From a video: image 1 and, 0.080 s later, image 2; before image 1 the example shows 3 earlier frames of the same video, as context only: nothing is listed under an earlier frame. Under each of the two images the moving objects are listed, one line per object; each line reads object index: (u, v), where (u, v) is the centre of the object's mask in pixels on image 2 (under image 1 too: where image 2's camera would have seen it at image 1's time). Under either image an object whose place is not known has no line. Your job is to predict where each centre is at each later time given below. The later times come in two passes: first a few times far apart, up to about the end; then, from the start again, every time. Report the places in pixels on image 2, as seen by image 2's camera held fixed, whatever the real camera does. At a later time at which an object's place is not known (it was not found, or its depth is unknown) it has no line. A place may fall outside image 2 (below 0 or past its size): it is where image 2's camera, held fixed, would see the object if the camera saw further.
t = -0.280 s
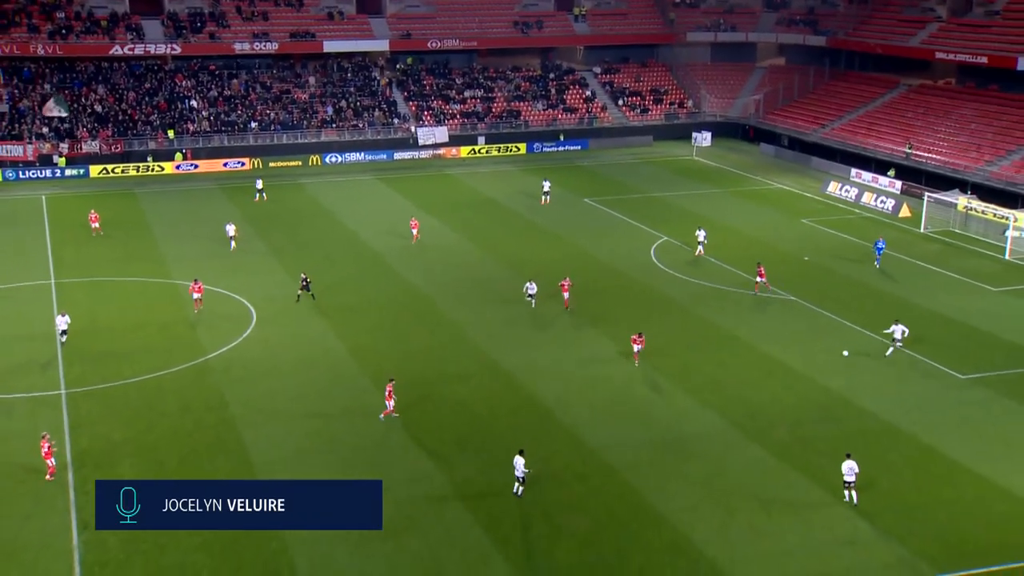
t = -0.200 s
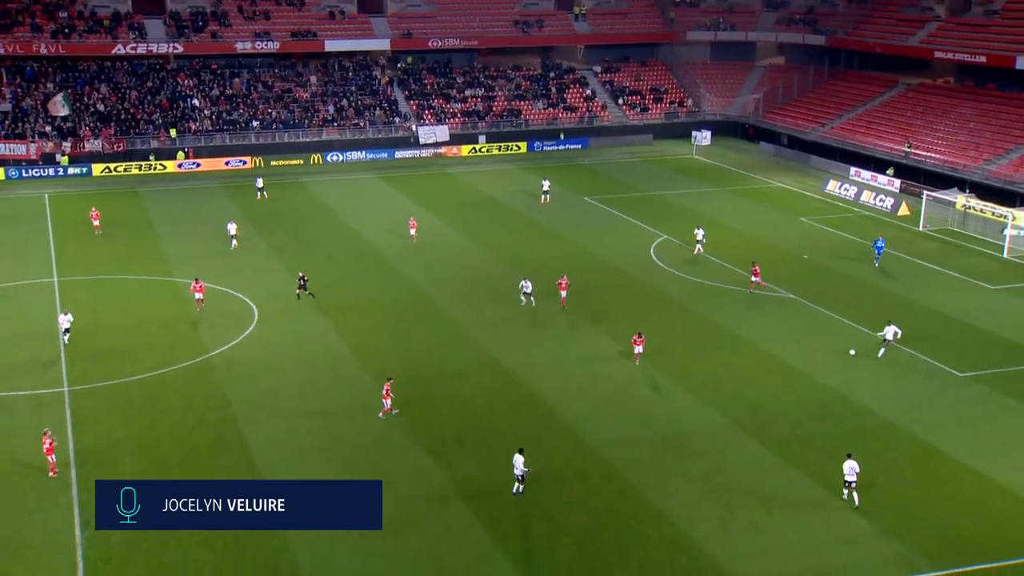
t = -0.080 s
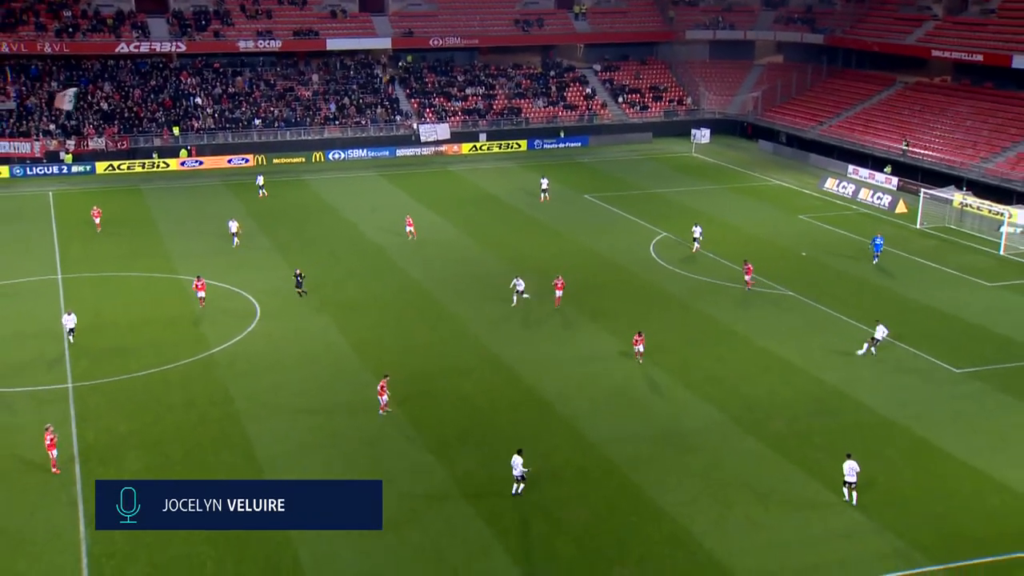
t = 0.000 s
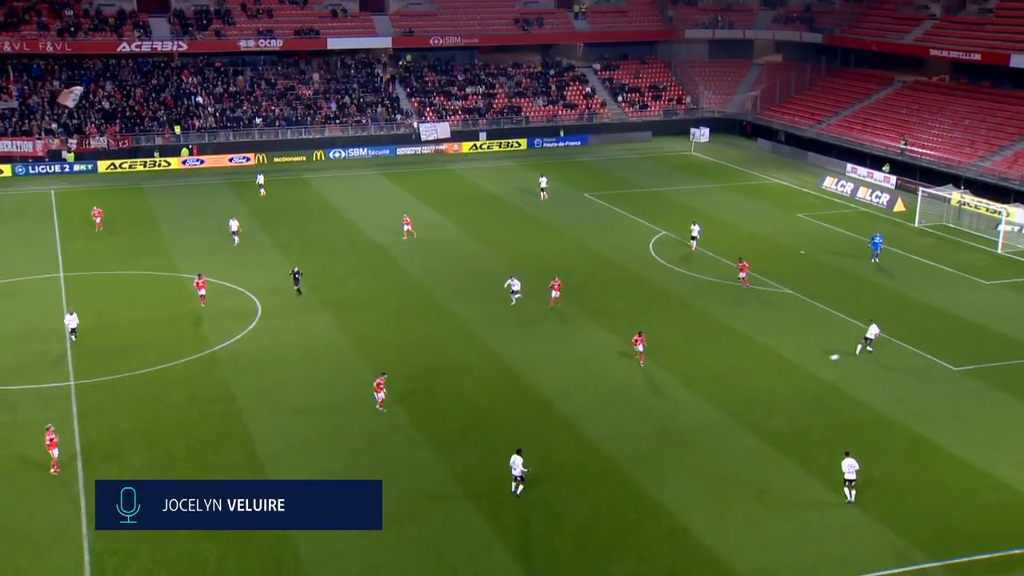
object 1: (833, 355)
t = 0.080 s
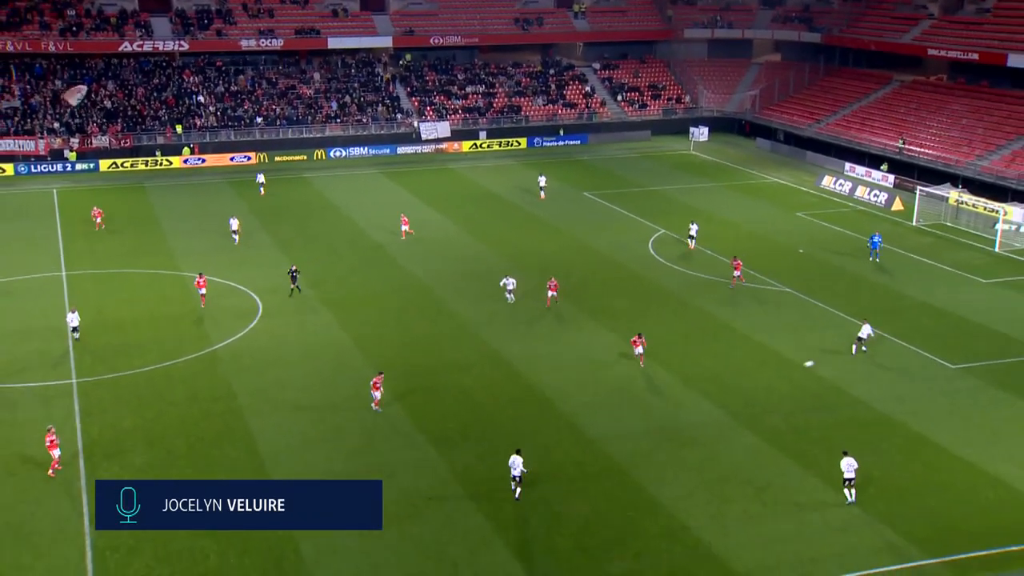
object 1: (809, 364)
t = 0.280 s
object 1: (752, 385)
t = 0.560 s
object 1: (681, 416)
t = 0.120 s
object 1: (796, 369)
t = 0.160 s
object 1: (785, 373)
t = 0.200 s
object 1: (774, 376)
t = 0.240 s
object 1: (763, 380)
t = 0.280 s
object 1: (752, 385)
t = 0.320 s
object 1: (741, 390)
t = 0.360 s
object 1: (731, 394)
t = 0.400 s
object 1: (721, 398)
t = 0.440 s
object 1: (711, 401)
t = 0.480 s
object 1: (701, 406)
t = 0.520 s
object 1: (691, 411)
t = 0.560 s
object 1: (681, 416)
